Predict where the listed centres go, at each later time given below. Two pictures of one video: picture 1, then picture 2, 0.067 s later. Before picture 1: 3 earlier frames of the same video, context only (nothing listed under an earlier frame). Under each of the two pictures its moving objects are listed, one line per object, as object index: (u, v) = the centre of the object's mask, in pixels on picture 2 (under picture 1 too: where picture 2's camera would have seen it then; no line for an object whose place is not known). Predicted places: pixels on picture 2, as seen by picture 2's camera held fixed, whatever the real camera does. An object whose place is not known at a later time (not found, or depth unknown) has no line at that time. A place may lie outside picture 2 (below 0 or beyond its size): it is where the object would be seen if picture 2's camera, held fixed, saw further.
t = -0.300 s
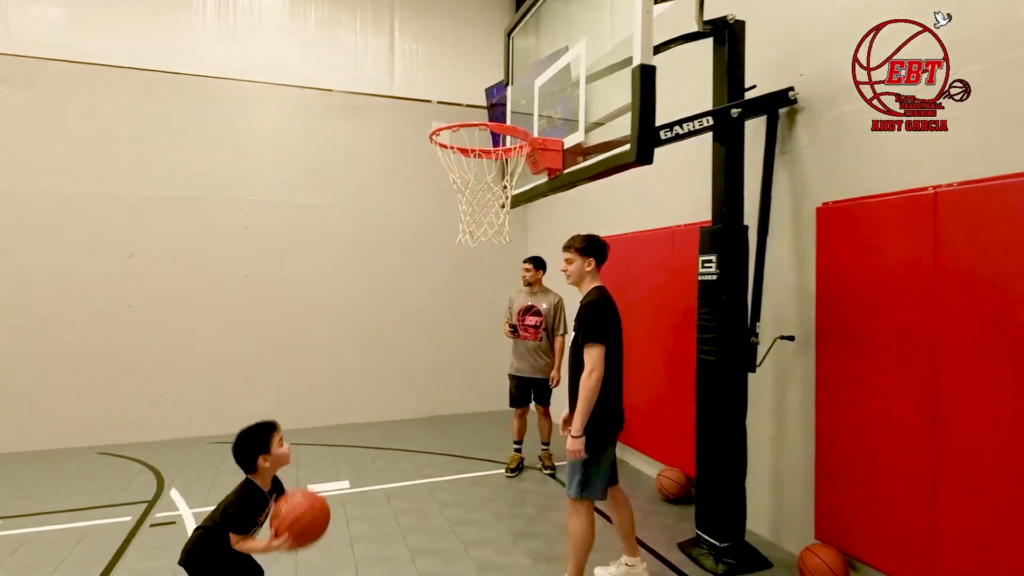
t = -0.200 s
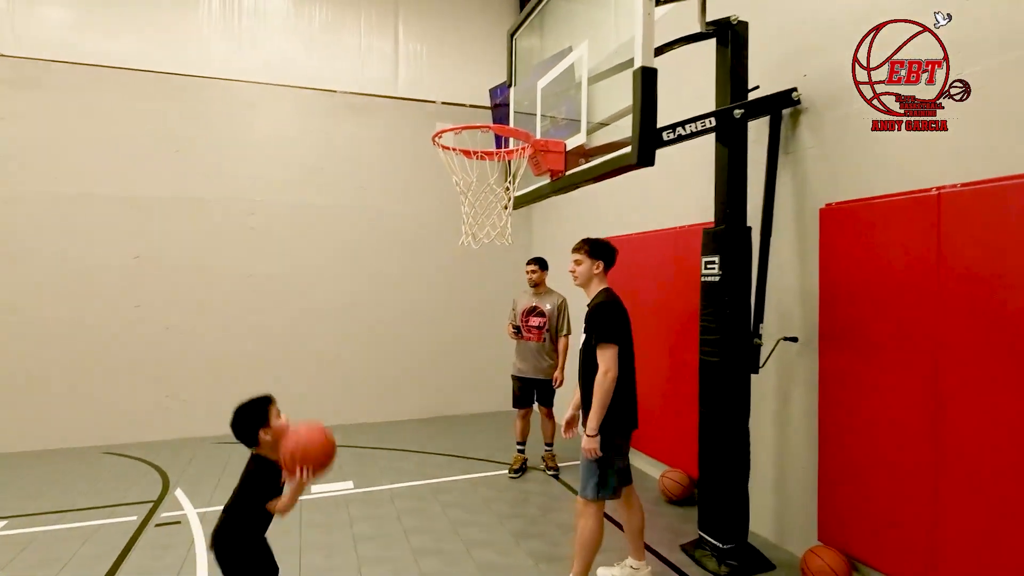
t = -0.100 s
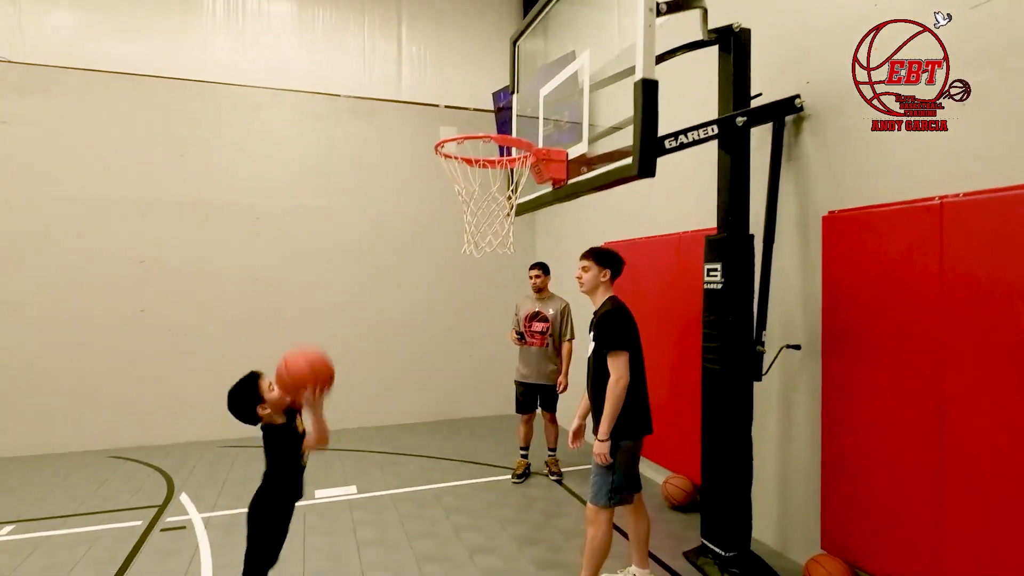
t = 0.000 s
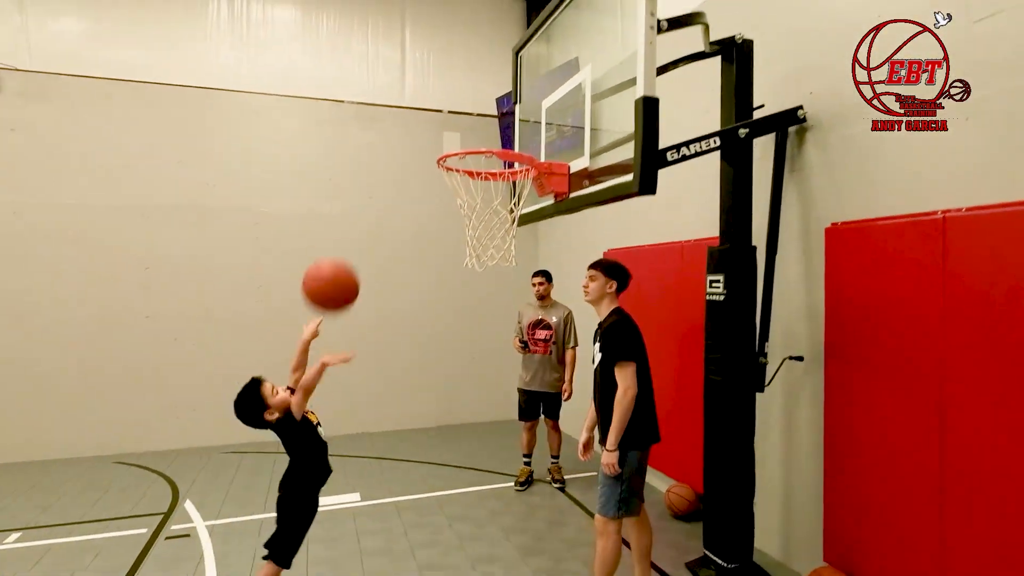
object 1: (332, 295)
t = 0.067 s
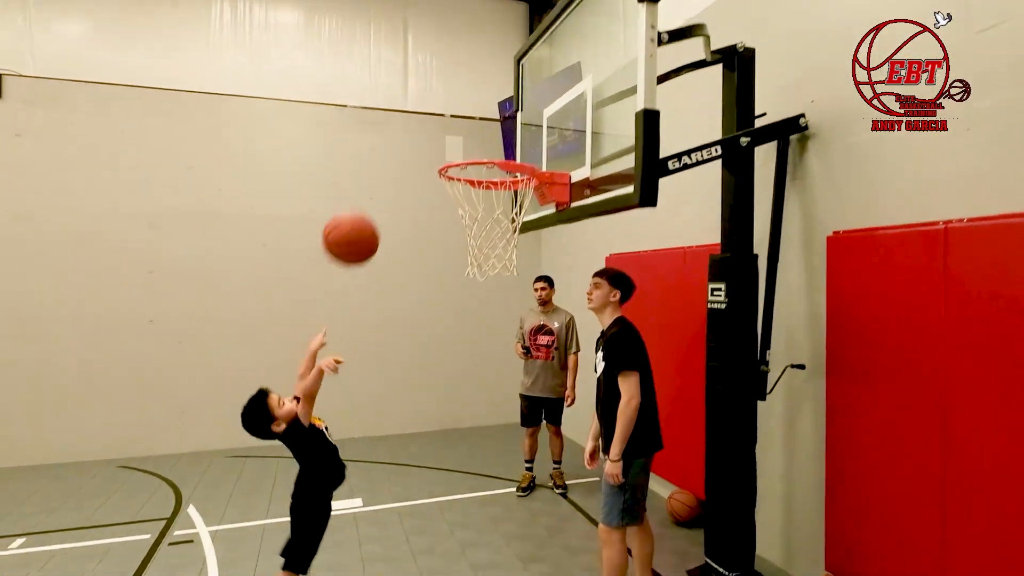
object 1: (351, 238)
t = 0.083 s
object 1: (355, 226)
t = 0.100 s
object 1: (359, 215)
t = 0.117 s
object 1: (364, 205)
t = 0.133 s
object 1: (368, 194)
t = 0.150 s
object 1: (372, 185)
